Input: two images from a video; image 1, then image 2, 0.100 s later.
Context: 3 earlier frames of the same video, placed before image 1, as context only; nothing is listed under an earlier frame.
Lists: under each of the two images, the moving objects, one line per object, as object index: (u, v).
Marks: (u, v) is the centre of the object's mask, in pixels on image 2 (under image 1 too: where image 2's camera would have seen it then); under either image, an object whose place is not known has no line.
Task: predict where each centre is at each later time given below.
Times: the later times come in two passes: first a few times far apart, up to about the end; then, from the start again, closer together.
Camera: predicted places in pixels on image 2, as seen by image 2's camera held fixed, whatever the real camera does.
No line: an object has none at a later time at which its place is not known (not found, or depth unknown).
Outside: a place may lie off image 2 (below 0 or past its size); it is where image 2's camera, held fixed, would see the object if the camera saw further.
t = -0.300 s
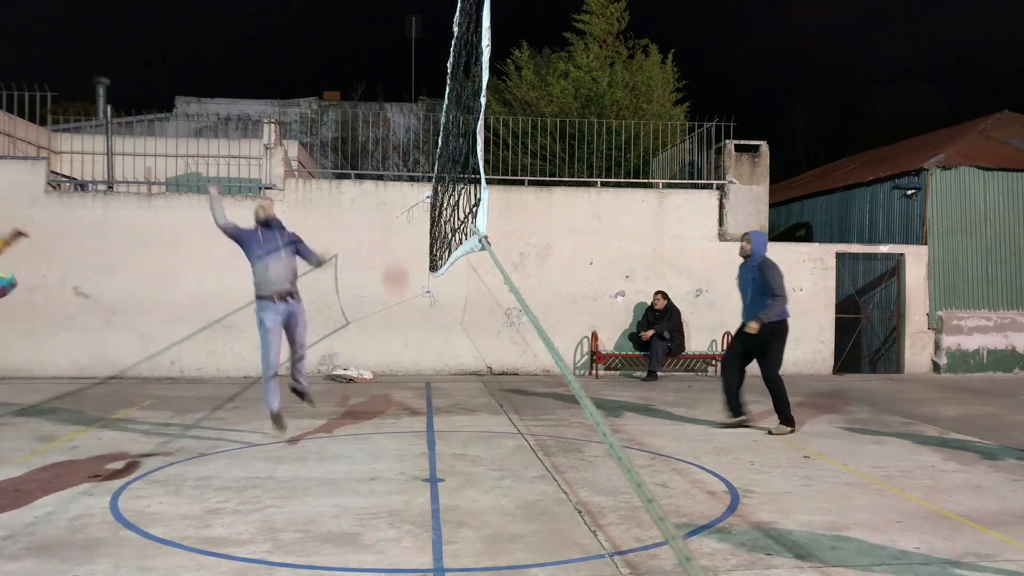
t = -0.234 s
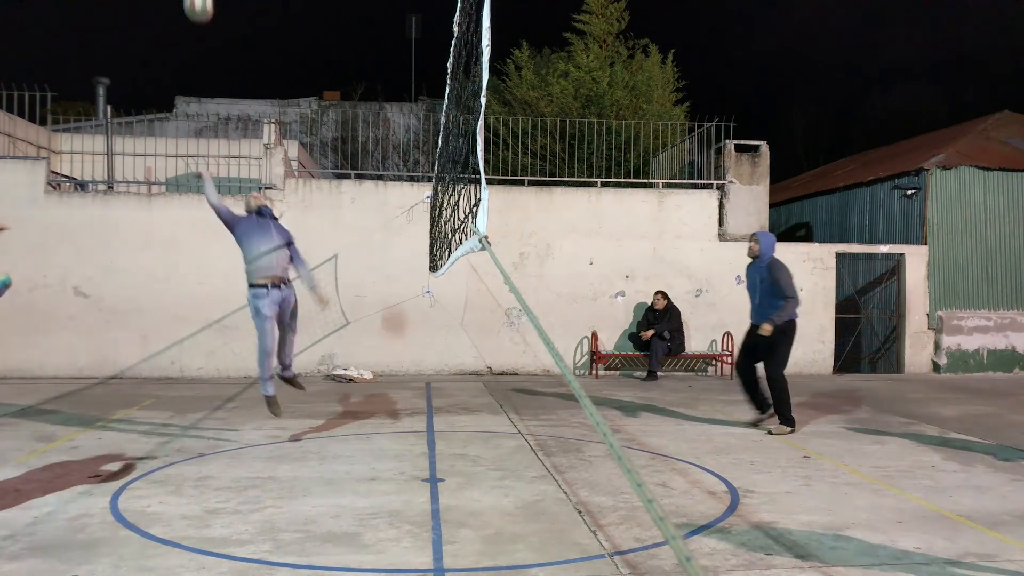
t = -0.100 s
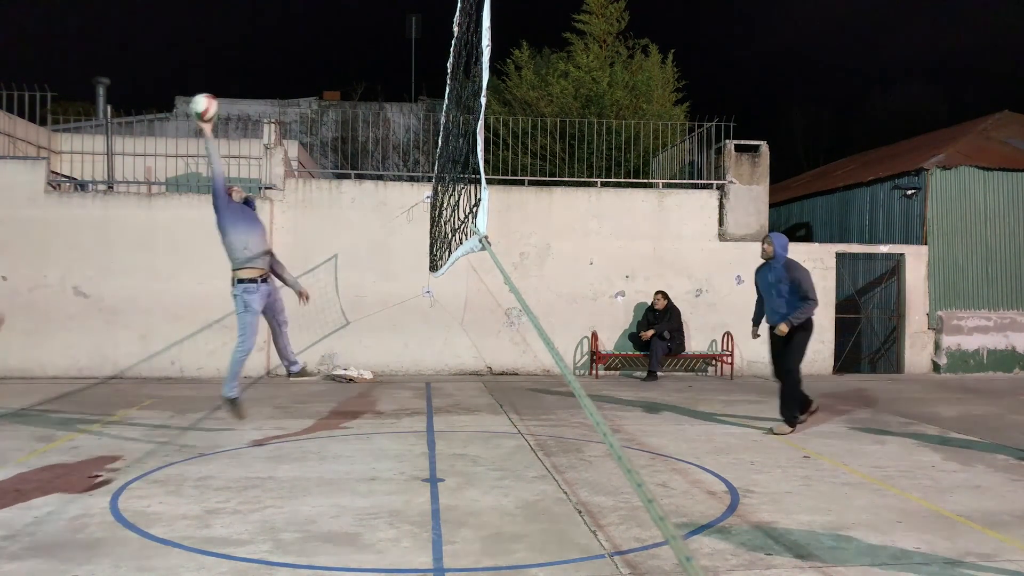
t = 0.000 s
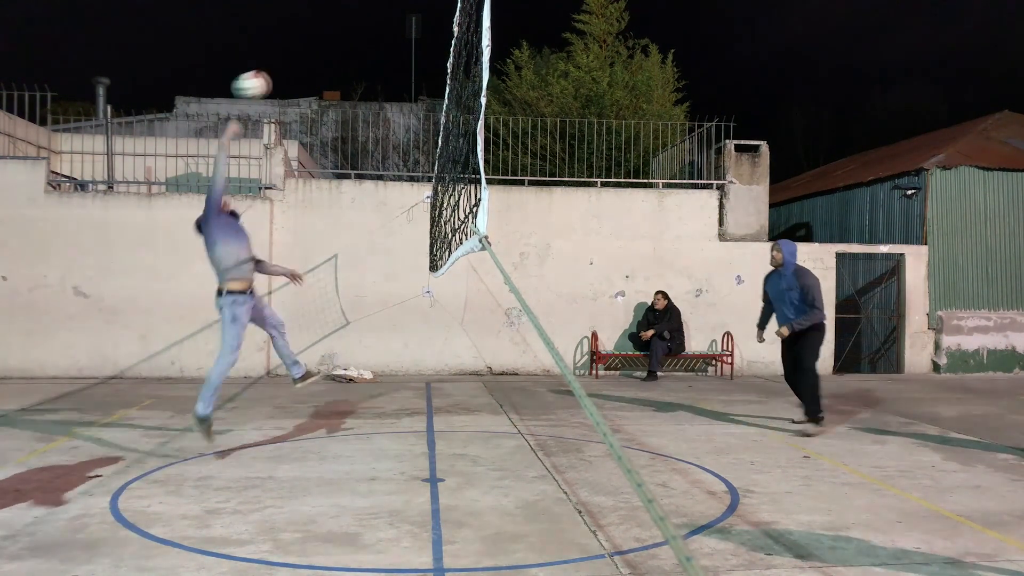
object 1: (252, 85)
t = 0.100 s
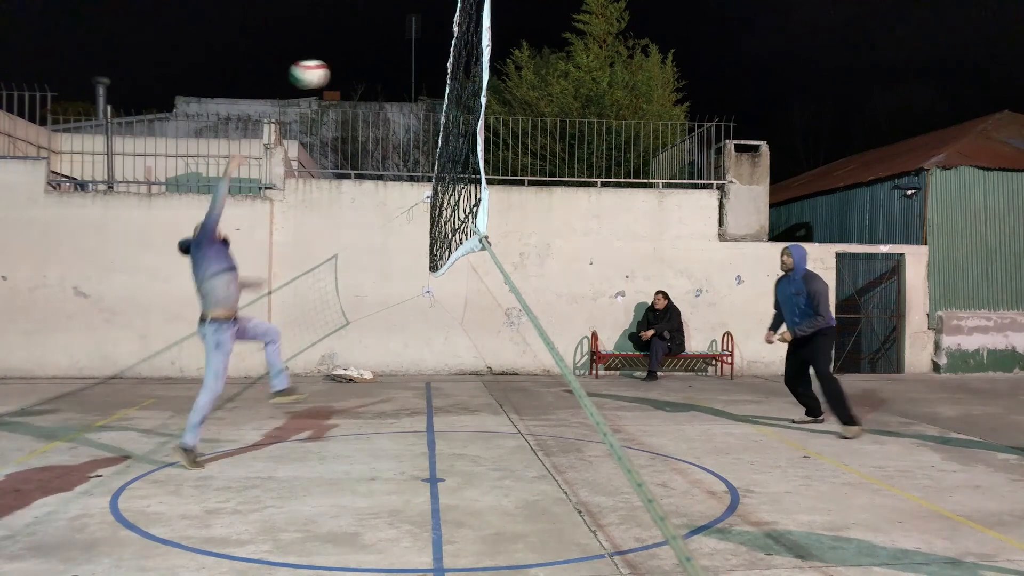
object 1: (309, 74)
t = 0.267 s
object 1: (408, 86)
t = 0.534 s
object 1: (564, 184)
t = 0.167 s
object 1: (349, 74)
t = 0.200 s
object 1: (368, 76)
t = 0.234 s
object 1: (387, 80)
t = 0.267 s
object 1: (408, 86)
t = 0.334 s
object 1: (445, 99)
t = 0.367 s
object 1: (468, 107)
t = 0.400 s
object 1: (494, 124)
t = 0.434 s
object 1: (507, 136)
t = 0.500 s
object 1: (546, 168)
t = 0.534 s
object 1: (564, 184)
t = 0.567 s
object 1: (583, 205)
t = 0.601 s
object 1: (604, 230)
